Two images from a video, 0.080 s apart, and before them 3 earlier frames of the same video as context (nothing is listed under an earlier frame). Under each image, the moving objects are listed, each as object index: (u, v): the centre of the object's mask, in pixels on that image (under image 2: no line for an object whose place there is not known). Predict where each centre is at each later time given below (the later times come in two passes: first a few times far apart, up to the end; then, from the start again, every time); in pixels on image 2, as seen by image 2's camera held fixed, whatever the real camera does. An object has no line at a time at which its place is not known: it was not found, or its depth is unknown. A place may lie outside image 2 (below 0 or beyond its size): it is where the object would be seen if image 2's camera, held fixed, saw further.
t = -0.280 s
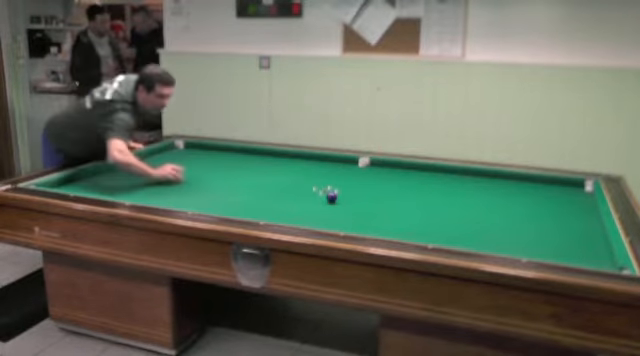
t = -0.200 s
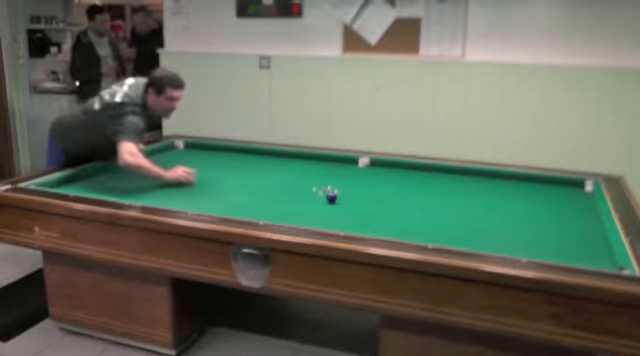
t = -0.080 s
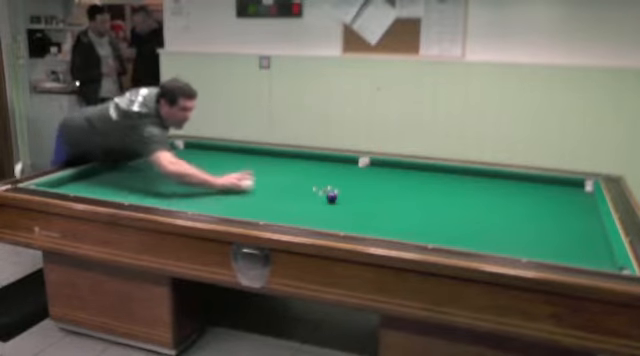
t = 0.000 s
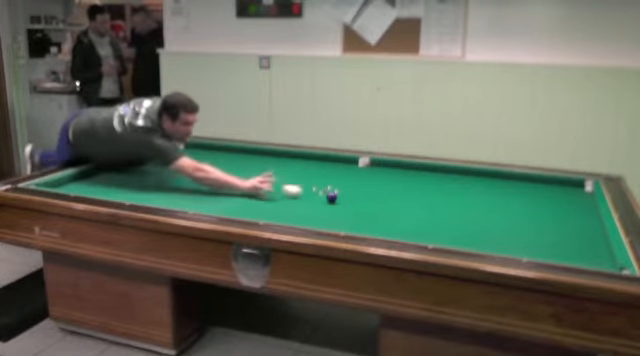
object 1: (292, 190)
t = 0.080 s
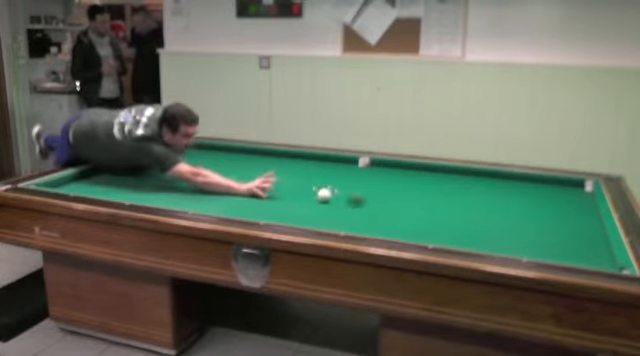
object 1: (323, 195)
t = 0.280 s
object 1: (341, 199)
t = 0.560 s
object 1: (367, 204)
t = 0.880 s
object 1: (372, 211)
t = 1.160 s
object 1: (314, 219)
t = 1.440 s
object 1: (284, 216)
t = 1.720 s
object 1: (270, 209)
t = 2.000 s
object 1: (258, 201)
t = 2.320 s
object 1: (246, 193)
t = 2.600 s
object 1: (237, 186)
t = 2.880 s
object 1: (228, 180)
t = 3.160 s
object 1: (221, 175)
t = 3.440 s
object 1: (214, 170)
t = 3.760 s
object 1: (207, 164)
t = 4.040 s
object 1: (202, 160)
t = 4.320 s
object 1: (196, 157)
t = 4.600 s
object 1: (192, 153)
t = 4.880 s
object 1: (188, 151)
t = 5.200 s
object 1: (183, 148)
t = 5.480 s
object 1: (179, 145)
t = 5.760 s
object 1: (179, 144)
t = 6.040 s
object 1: (178, 144)
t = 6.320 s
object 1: (177, 145)
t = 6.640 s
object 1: (177, 145)
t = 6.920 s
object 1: (176, 145)
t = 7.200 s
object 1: (175, 145)
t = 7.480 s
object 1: (175, 145)
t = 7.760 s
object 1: (175, 145)
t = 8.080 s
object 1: (174, 145)
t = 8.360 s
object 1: (174, 145)
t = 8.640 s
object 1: (175, 145)
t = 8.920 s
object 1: (174, 145)
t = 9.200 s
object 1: (174, 145)
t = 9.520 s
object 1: (174, 145)
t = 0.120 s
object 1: (327, 196)
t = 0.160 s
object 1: (331, 196)
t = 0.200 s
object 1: (334, 197)
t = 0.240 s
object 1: (338, 198)
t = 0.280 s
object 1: (341, 199)
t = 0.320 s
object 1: (345, 199)
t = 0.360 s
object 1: (349, 200)
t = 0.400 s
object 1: (352, 201)
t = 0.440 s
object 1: (356, 201)
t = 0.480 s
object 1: (360, 202)
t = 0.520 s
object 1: (363, 203)
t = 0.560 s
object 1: (367, 204)
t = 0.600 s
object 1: (371, 205)
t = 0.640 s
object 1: (374, 205)
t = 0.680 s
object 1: (378, 206)
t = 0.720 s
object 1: (382, 207)
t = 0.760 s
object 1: (385, 207)
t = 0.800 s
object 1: (389, 208)
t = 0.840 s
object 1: (382, 209)
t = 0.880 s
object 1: (372, 211)
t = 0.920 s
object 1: (362, 212)
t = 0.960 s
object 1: (353, 213)
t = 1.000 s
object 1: (345, 215)
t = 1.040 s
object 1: (337, 216)
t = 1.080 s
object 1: (329, 217)
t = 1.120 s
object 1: (321, 218)
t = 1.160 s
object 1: (314, 219)
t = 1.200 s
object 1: (307, 219)
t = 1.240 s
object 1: (300, 220)
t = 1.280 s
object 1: (293, 220)
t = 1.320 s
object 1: (288, 220)
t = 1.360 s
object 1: (287, 219)
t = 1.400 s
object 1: (285, 217)
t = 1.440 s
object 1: (284, 216)
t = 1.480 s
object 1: (282, 214)
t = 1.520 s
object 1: (280, 214)
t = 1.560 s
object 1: (278, 213)
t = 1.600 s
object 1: (276, 212)
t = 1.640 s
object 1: (274, 211)
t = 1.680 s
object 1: (272, 211)
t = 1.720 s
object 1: (270, 209)
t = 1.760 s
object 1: (268, 208)
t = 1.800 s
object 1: (267, 207)
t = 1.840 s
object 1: (265, 206)
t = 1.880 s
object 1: (263, 204)
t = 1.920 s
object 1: (262, 204)
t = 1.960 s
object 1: (260, 203)
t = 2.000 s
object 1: (258, 201)
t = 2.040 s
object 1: (257, 200)
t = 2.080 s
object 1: (255, 199)
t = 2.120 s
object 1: (254, 198)
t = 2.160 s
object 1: (252, 197)
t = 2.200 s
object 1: (251, 196)
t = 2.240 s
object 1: (249, 195)
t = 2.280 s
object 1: (248, 194)
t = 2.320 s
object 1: (246, 193)
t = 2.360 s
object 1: (245, 191)
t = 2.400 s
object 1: (243, 191)
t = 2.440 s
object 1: (242, 190)
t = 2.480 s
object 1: (241, 189)
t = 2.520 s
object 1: (239, 188)
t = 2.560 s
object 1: (238, 187)
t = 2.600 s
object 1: (237, 186)
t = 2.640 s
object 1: (236, 185)
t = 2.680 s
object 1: (234, 184)
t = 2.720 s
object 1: (233, 183)
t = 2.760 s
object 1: (232, 183)
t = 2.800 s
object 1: (231, 182)
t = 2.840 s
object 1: (230, 181)
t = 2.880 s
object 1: (228, 180)
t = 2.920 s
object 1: (227, 179)
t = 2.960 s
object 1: (226, 179)
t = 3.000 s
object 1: (225, 178)
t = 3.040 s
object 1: (224, 177)
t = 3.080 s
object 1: (223, 176)
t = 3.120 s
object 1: (222, 176)
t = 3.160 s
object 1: (221, 175)
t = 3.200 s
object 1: (220, 174)
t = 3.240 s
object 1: (219, 173)
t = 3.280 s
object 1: (218, 173)
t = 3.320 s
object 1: (217, 172)
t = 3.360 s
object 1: (216, 171)
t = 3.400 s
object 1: (215, 170)
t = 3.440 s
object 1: (214, 170)
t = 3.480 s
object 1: (213, 169)
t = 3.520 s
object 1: (212, 168)
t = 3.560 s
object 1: (211, 168)
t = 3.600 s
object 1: (210, 167)
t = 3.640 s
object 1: (209, 166)
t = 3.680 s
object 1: (208, 165)
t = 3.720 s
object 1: (207, 164)
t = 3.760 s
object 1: (207, 164)
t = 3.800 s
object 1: (206, 163)
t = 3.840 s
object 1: (205, 162)
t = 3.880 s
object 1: (205, 162)
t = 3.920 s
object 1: (204, 162)
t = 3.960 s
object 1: (203, 162)
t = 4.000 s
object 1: (202, 161)
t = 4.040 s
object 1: (202, 160)
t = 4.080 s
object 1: (201, 160)
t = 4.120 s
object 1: (200, 160)
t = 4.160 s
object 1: (199, 159)
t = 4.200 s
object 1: (199, 158)
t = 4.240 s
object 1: (198, 158)
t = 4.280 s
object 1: (197, 157)
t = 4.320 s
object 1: (196, 157)
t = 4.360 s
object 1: (196, 156)
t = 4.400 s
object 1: (195, 156)
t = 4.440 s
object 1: (194, 155)
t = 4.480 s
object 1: (193, 155)
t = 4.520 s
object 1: (193, 154)
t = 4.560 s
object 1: (192, 154)
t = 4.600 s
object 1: (192, 153)
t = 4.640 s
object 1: (191, 153)
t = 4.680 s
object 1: (190, 153)
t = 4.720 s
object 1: (190, 152)
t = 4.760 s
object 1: (189, 152)
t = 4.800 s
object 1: (189, 151)
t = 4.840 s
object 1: (188, 151)
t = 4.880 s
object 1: (188, 151)
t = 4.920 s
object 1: (187, 150)
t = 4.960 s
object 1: (186, 150)
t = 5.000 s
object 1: (186, 149)
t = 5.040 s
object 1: (185, 149)
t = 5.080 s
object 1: (185, 149)
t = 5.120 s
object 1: (184, 148)
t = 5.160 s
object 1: (184, 148)
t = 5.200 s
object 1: (183, 148)
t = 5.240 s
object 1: (183, 148)
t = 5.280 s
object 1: (182, 147)
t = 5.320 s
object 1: (182, 147)
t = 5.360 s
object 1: (181, 146)
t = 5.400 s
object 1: (180, 145)
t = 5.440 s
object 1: (180, 145)
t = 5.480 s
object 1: (179, 145)
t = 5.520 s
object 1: (179, 145)
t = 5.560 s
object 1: (179, 144)
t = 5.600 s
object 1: (179, 144)
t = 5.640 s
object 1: (179, 144)
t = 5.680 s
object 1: (180, 144)
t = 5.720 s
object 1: (180, 144)
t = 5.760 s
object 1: (179, 144)
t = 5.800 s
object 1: (179, 144)
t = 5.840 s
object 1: (179, 144)
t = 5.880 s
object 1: (179, 144)
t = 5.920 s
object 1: (178, 144)
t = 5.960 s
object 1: (178, 144)
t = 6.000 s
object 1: (178, 144)
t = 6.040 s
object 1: (178, 144)
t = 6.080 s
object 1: (178, 145)
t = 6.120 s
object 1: (178, 145)
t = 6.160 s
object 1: (177, 145)
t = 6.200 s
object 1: (177, 145)
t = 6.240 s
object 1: (177, 145)
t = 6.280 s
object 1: (177, 145)
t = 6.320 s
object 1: (177, 145)
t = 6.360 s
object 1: (177, 145)
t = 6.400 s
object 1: (177, 145)
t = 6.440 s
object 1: (177, 145)
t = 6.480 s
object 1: (177, 145)
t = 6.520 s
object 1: (177, 145)
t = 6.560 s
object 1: (177, 145)
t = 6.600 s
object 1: (177, 145)
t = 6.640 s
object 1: (177, 145)
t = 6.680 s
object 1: (177, 145)
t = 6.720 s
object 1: (176, 145)
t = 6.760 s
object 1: (177, 145)
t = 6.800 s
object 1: (176, 145)
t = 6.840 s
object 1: (176, 145)
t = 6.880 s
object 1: (176, 145)
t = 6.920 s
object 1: (176, 145)
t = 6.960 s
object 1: (176, 145)
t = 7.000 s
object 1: (176, 145)
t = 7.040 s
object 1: (176, 145)
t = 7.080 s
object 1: (175, 145)
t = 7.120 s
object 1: (175, 145)
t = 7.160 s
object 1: (175, 145)
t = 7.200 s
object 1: (175, 145)
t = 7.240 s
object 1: (175, 145)
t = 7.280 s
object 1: (175, 145)
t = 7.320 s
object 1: (175, 145)
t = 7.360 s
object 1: (175, 145)
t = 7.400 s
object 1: (175, 145)
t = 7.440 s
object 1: (175, 145)
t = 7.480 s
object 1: (175, 145)
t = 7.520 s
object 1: (175, 145)
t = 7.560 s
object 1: (175, 145)
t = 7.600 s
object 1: (175, 145)
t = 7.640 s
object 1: (175, 145)
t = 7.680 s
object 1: (174, 145)
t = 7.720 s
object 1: (175, 145)
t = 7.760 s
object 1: (175, 145)
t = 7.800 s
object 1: (174, 145)
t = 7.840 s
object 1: (174, 145)
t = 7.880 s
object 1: (174, 145)
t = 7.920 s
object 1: (174, 145)
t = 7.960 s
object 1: (174, 145)
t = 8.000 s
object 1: (174, 145)
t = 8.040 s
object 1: (174, 145)
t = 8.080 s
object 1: (174, 145)
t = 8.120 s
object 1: (174, 145)
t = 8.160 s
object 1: (174, 145)
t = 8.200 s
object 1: (174, 145)
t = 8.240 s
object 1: (174, 145)
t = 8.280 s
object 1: (174, 145)
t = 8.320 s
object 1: (175, 145)
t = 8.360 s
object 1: (174, 145)
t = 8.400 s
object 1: (174, 145)
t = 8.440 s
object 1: (174, 145)
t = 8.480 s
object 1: (174, 145)
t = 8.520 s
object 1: (175, 145)
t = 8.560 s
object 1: (174, 145)
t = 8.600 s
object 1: (174, 145)
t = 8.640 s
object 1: (175, 145)
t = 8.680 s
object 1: (174, 145)
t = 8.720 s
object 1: (174, 145)
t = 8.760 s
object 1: (174, 145)
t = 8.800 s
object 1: (175, 145)
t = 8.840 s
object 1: (174, 145)
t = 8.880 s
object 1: (174, 145)
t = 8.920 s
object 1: (174, 145)
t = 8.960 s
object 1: (174, 145)
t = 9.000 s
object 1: (174, 145)
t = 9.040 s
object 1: (174, 145)
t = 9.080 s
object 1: (174, 145)
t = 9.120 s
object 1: (174, 145)
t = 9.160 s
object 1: (174, 145)
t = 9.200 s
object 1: (174, 145)
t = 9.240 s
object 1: (174, 145)
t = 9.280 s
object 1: (174, 145)
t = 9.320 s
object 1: (174, 145)
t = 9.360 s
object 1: (174, 145)
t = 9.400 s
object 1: (174, 145)
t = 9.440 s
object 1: (174, 145)
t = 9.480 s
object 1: (174, 145)
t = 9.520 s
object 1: (174, 145)
